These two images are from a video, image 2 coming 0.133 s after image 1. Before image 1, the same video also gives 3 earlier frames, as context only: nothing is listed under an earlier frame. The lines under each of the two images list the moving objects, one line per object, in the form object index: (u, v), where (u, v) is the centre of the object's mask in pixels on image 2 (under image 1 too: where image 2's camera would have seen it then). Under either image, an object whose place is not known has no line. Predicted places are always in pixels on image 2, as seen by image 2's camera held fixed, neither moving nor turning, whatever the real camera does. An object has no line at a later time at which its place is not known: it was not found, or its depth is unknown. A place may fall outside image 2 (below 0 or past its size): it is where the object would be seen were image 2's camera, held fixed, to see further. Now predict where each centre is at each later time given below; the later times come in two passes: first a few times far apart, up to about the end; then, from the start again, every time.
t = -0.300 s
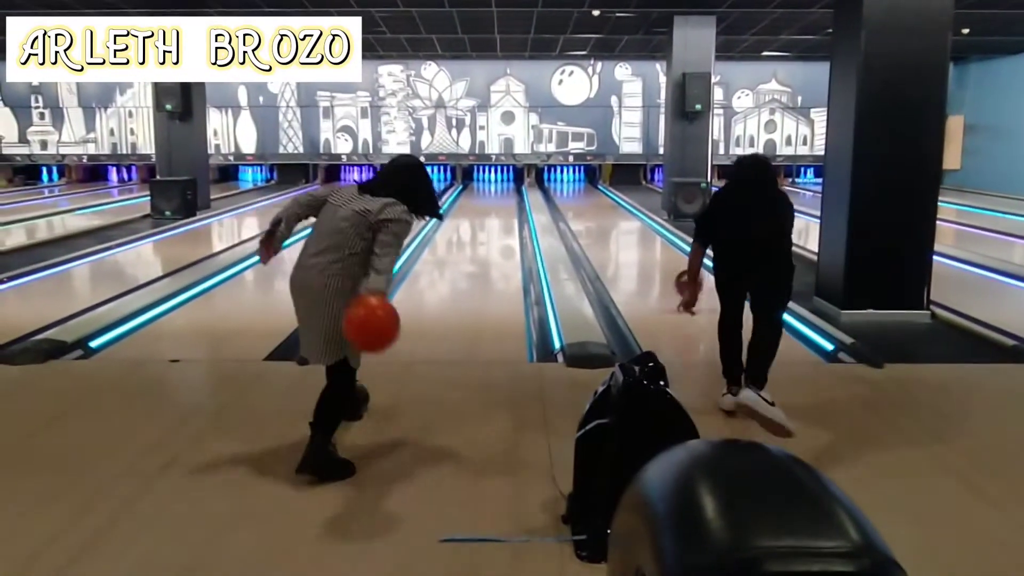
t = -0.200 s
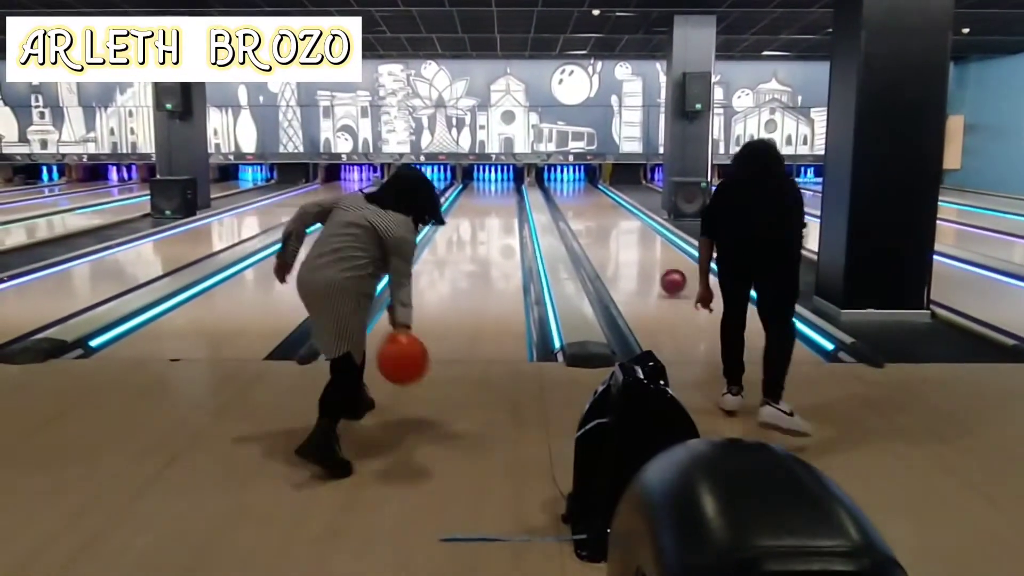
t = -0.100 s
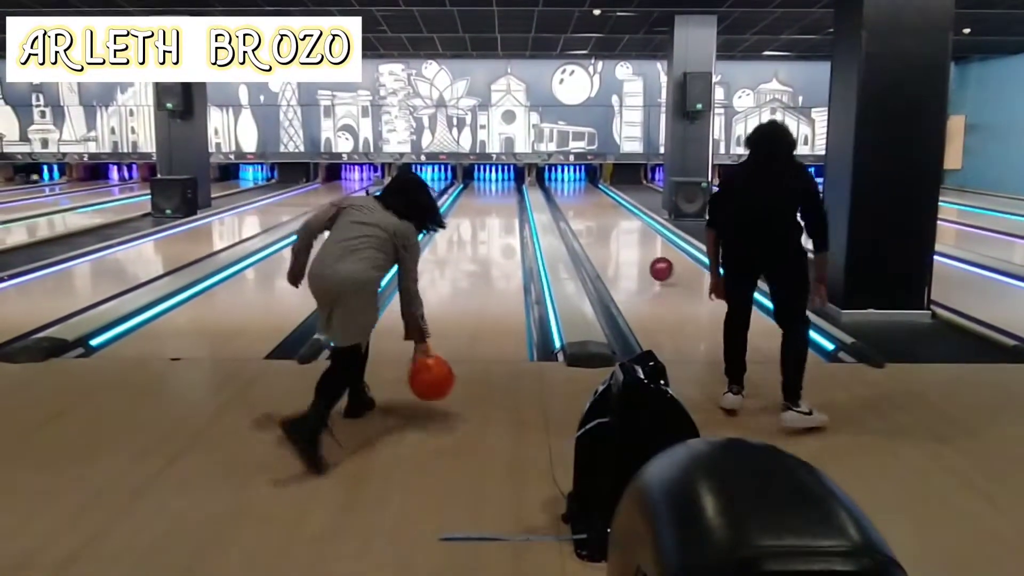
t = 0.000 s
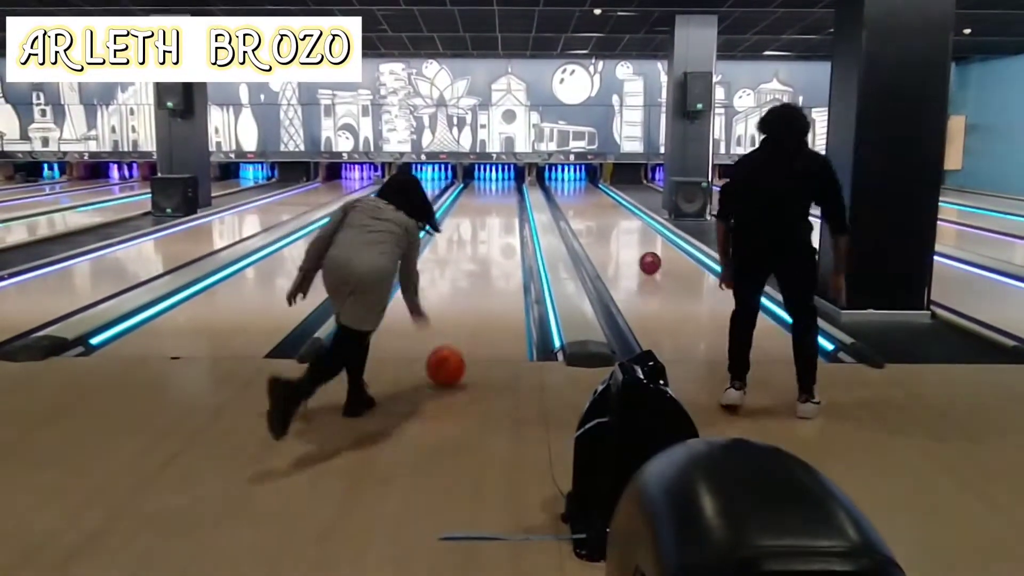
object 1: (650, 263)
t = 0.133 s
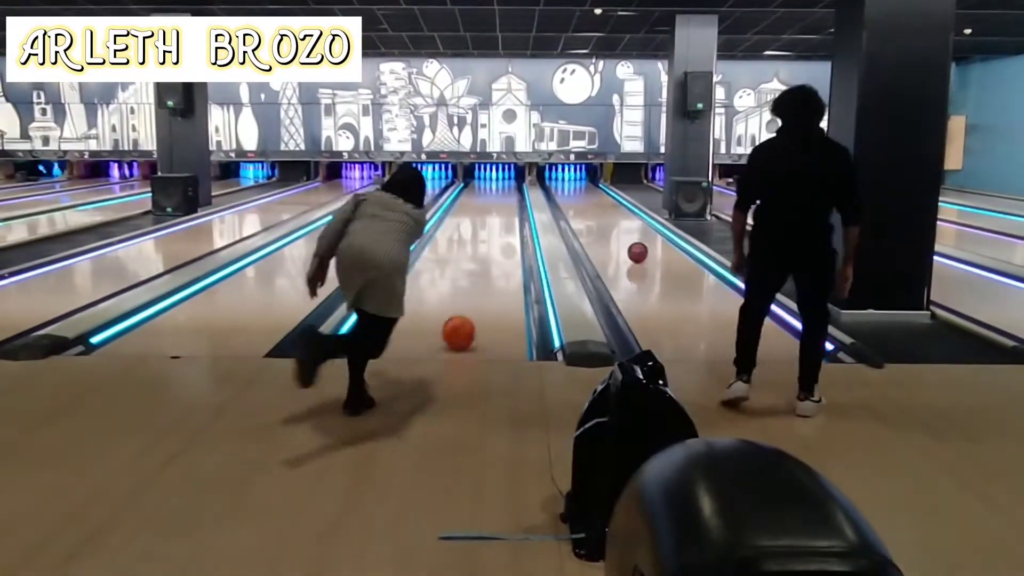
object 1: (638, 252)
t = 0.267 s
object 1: (627, 243)
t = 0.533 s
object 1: (610, 228)
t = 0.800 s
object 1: (597, 216)
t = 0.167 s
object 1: (635, 250)
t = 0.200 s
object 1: (632, 247)
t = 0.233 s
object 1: (629, 245)
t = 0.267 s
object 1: (627, 243)
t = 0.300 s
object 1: (624, 241)
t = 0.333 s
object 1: (622, 239)
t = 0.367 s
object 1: (620, 237)
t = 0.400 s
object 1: (618, 235)
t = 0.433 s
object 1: (616, 233)
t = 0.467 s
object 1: (614, 231)
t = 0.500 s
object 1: (612, 229)
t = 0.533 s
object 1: (610, 228)
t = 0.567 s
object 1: (608, 226)
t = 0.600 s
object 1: (606, 224)
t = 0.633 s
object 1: (605, 223)
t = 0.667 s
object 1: (603, 221)
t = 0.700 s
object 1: (602, 220)
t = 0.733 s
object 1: (600, 219)
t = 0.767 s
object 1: (599, 217)
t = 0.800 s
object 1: (597, 216)
